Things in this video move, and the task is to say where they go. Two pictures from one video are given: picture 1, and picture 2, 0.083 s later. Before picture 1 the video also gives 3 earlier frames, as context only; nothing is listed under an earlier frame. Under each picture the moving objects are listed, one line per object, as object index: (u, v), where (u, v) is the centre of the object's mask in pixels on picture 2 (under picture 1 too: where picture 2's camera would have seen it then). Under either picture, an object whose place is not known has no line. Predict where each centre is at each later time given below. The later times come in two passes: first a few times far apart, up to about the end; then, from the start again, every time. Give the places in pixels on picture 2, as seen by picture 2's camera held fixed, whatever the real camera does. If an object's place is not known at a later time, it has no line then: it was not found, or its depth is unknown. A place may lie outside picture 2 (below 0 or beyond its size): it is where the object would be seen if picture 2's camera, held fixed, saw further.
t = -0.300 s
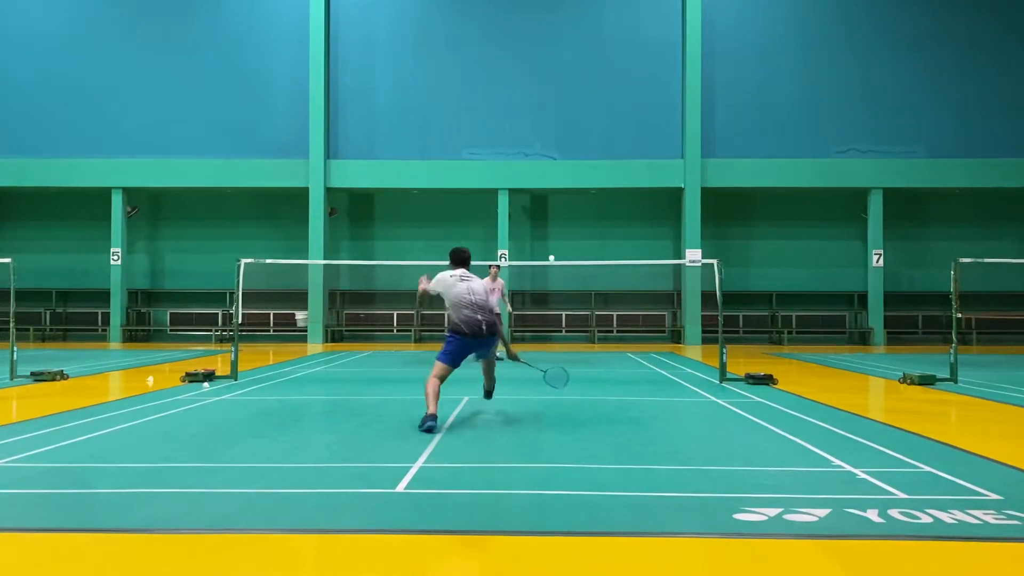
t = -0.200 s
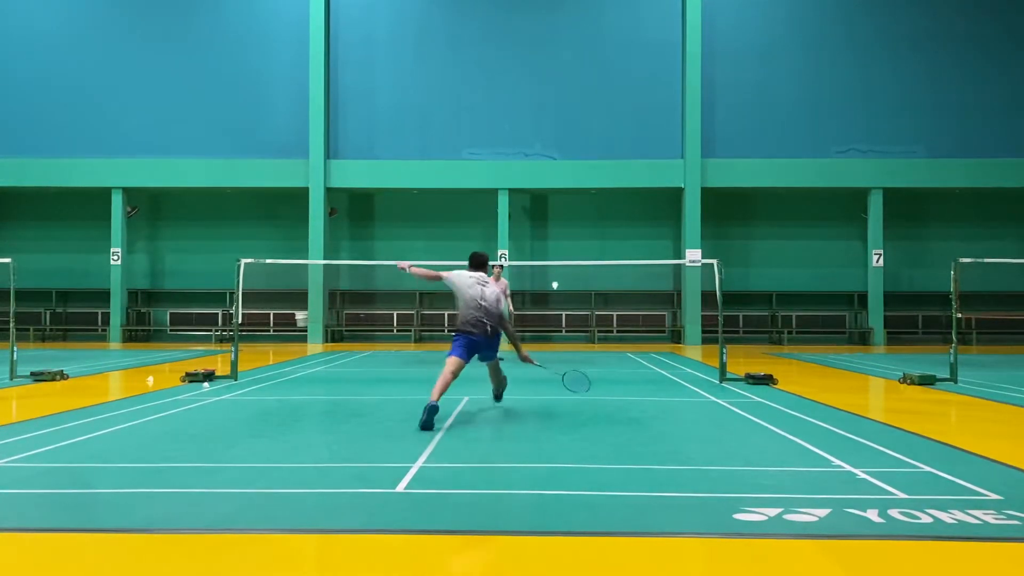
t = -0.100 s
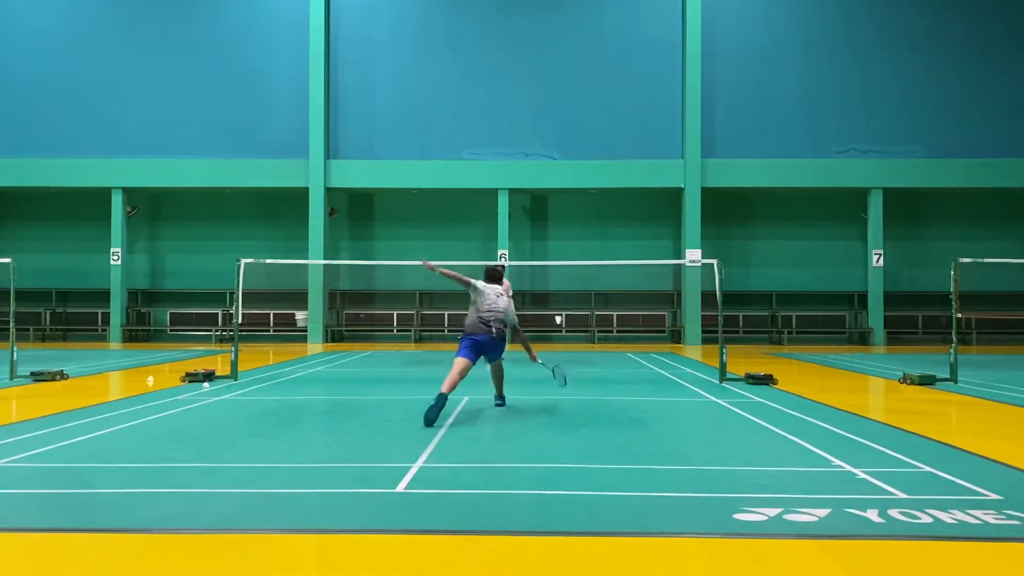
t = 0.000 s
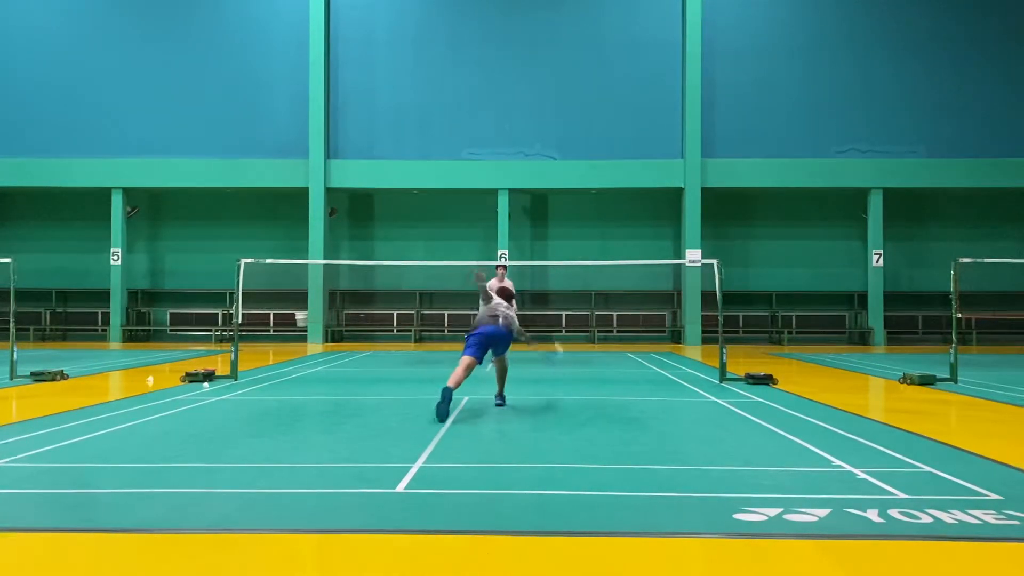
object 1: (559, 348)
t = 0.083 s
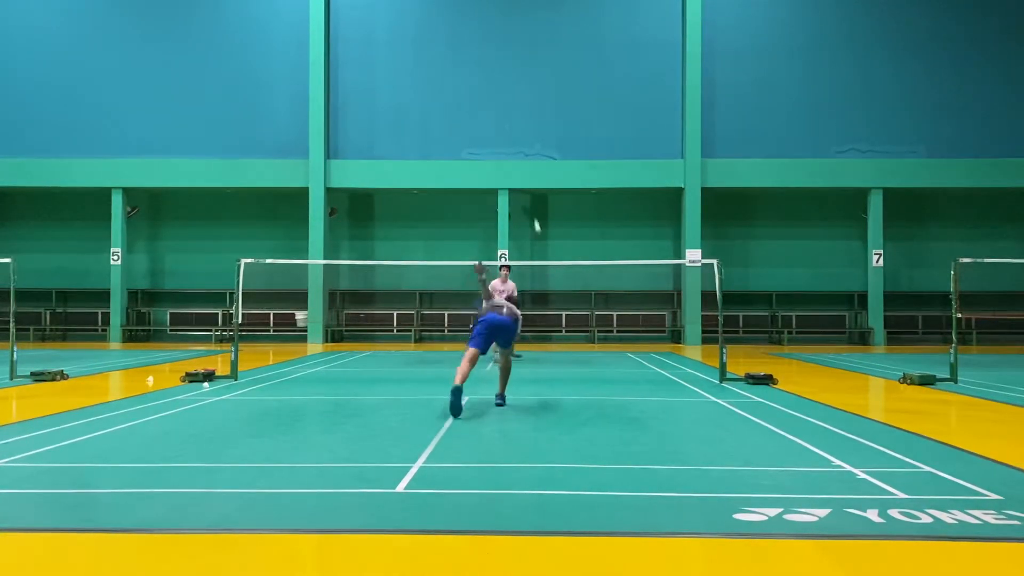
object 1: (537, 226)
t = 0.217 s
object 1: (519, 133)
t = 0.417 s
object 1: (504, 76)
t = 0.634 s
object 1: (495, 61)
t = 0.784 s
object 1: (492, 68)
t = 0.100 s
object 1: (533, 209)
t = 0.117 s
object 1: (530, 196)
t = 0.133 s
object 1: (527, 182)
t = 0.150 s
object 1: (525, 170)
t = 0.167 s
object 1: (524, 160)
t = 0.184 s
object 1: (522, 150)
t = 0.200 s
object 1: (520, 141)
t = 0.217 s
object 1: (519, 133)
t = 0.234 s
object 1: (517, 126)
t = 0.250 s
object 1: (516, 119)
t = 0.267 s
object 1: (514, 114)
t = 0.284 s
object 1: (513, 107)
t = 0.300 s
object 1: (512, 102)
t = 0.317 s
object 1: (510, 98)
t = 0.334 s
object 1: (509, 93)
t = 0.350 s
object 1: (508, 89)
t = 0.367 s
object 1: (507, 86)
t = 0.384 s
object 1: (506, 82)
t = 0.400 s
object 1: (505, 79)
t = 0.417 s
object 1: (504, 76)
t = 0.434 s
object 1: (503, 74)
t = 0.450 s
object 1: (502, 72)
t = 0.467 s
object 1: (502, 70)
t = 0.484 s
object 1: (501, 68)
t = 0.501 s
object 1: (500, 66)
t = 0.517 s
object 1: (499, 65)
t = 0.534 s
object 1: (499, 64)
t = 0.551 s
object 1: (498, 63)
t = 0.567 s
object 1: (498, 62)
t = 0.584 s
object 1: (497, 62)
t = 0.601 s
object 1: (496, 62)
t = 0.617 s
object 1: (496, 61)
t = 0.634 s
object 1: (495, 61)
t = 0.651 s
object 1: (495, 61)
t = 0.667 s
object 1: (494, 62)
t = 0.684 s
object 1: (494, 62)
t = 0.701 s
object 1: (493, 63)
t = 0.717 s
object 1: (493, 63)
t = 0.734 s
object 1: (493, 64)
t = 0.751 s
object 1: (492, 65)
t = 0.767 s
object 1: (492, 66)
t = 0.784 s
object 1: (492, 68)
